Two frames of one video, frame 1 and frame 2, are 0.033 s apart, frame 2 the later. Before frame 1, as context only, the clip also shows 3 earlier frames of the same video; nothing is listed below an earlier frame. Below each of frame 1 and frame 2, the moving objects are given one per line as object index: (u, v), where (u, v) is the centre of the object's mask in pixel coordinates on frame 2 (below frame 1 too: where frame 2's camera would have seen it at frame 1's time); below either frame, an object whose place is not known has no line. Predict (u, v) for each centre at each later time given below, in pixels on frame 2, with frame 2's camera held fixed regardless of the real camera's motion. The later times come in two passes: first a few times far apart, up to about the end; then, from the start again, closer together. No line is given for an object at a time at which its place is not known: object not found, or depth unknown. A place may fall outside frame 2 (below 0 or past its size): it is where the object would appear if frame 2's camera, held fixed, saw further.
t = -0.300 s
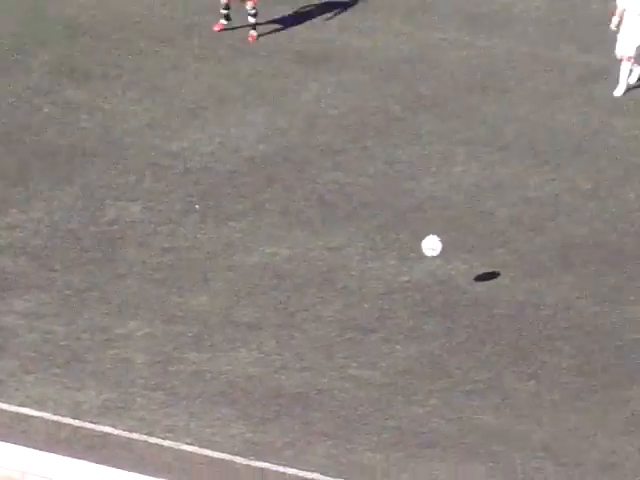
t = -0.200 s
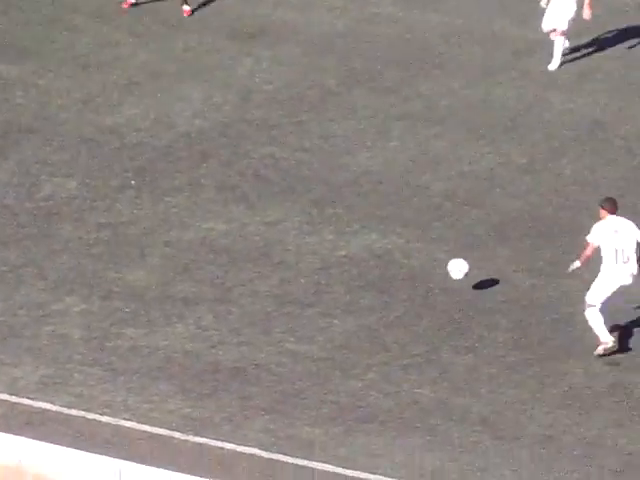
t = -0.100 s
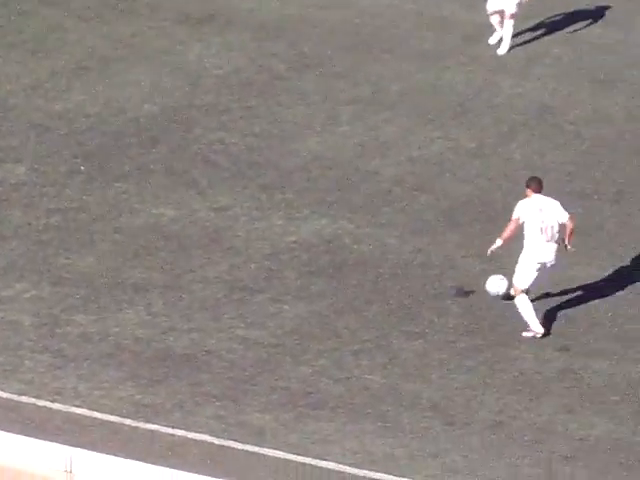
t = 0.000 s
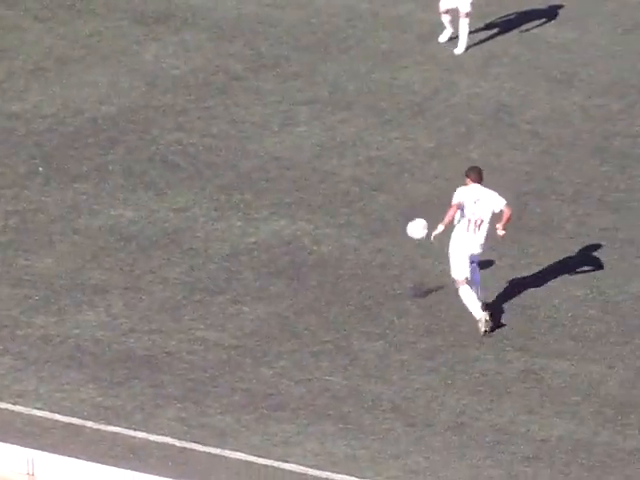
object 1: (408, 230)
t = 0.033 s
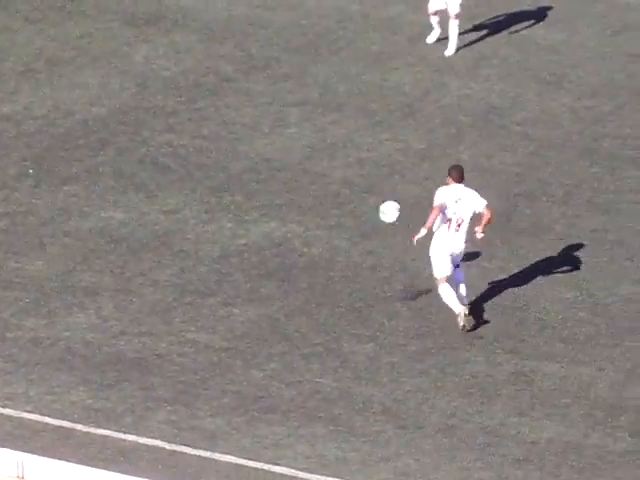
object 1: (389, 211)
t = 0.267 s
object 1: (264, 101)
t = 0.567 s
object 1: (110, 24)
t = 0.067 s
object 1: (371, 193)
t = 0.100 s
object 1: (353, 174)
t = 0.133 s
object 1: (336, 159)
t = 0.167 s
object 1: (317, 142)
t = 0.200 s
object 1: (299, 128)
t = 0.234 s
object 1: (282, 115)
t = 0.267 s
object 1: (264, 101)
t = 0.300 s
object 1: (246, 88)
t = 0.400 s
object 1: (195, 57)
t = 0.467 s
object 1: (161, 41)
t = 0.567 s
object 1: (110, 24)
